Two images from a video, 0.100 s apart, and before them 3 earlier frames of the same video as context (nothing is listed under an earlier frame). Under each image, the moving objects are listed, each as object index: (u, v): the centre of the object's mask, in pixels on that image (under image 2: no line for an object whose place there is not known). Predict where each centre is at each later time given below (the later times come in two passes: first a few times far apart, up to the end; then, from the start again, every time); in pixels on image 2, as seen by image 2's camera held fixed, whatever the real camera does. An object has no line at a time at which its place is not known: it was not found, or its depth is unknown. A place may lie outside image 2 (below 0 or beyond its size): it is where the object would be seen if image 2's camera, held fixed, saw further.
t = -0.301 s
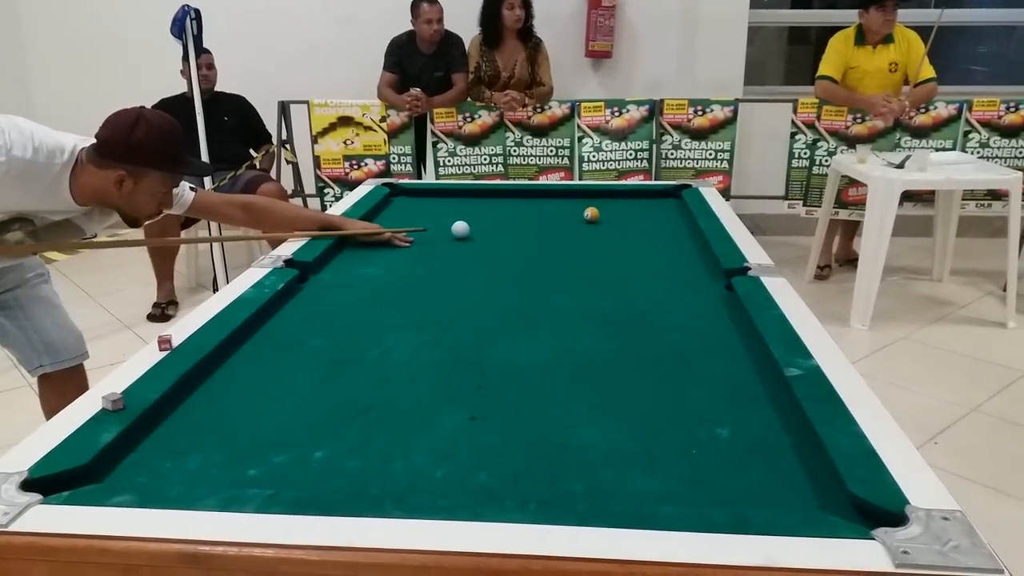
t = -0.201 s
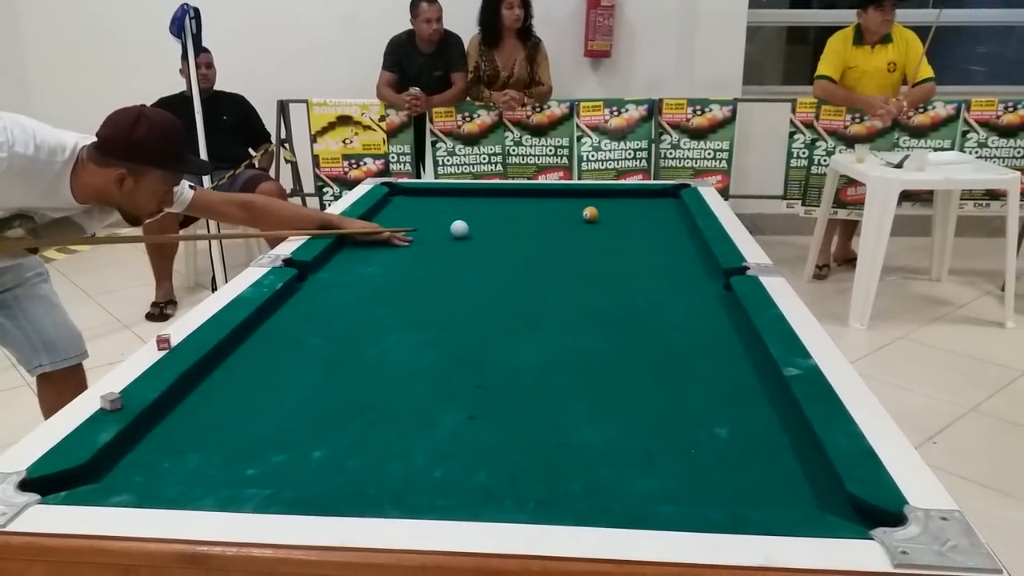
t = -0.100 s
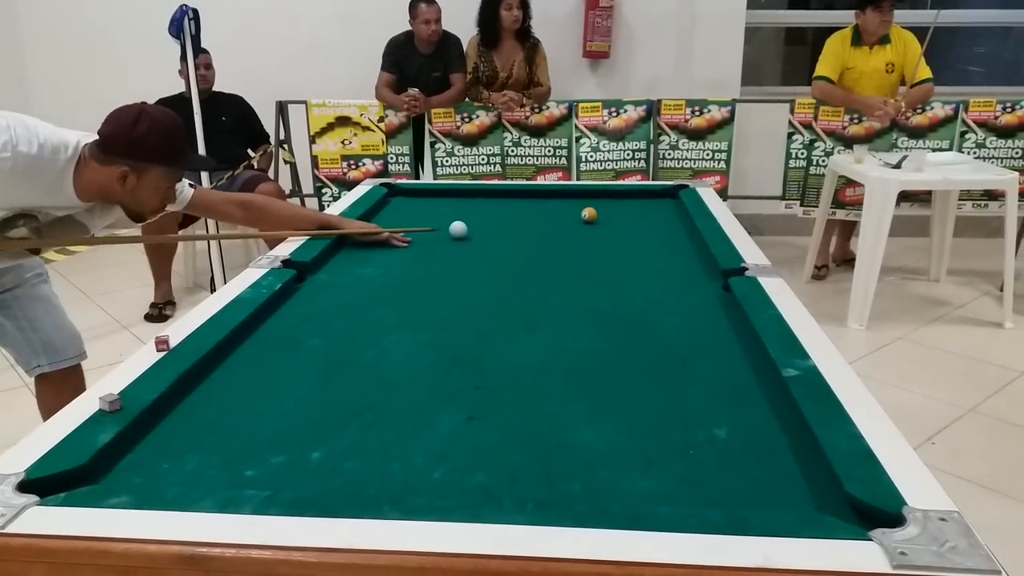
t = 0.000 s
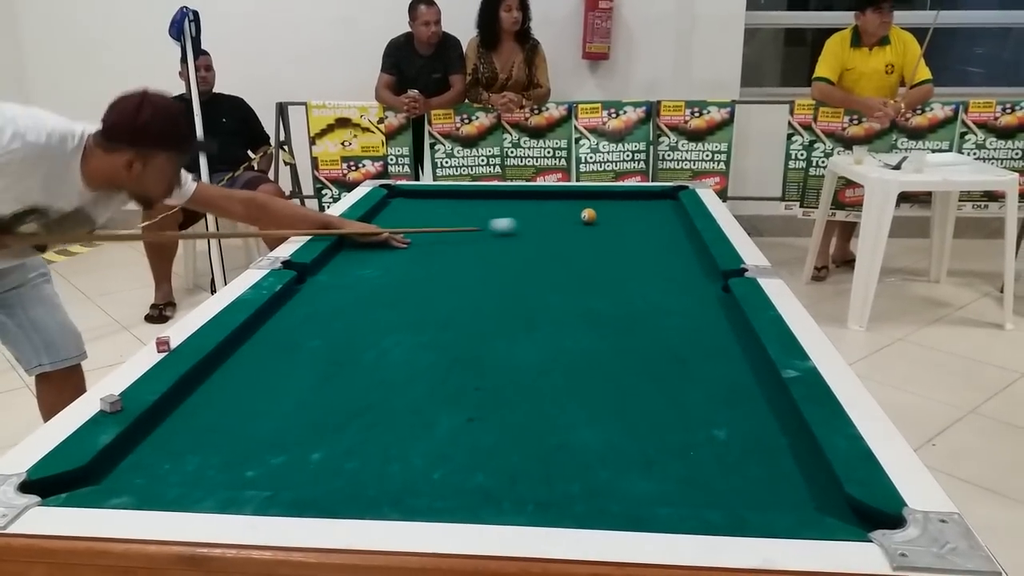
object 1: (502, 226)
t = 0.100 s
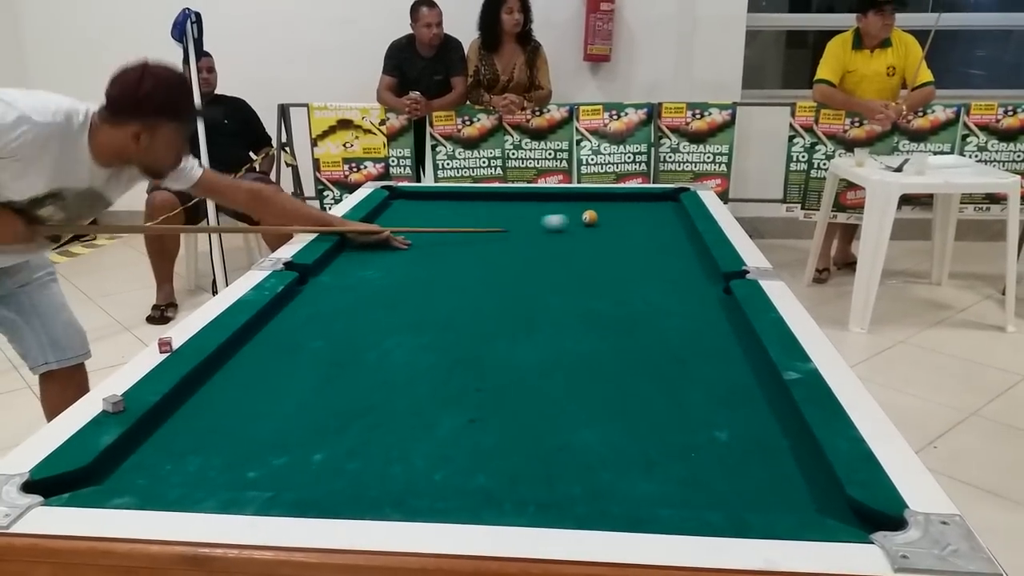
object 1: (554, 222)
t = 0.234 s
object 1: (599, 221)
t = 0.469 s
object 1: (665, 221)
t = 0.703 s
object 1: (649, 221)
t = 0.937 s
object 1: (602, 222)
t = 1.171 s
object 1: (560, 221)
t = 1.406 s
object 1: (519, 222)
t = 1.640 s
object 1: (483, 222)
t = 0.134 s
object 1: (570, 221)
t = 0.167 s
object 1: (583, 220)
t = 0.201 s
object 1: (590, 220)
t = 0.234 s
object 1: (599, 221)
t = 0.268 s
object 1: (608, 221)
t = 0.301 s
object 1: (618, 221)
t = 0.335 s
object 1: (627, 221)
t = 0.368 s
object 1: (637, 221)
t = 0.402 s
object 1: (646, 221)
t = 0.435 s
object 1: (656, 221)
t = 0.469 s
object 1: (665, 221)
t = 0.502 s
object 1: (675, 221)
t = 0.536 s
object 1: (682, 221)
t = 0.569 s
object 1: (676, 220)
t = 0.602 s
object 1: (668, 221)
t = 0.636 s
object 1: (662, 221)
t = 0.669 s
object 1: (655, 221)
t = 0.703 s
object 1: (649, 221)
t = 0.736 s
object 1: (642, 221)
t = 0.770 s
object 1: (636, 221)
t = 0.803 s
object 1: (628, 221)
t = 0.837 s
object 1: (622, 221)
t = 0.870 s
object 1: (615, 221)
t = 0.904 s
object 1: (609, 222)
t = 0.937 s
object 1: (602, 222)
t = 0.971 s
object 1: (596, 222)
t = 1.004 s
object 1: (590, 222)
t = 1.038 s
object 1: (584, 222)
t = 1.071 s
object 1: (578, 222)
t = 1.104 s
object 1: (572, 222)
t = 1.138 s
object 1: (566, 221)
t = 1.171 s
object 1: (560, 221)
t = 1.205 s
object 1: (554, 221)
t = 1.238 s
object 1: (548, 222)
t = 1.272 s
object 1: (542, 222)
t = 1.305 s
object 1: (537, 222)
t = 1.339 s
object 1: (531, 222)
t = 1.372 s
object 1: (525, 222)
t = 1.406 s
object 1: (519, 222)
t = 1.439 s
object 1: (513, 222)
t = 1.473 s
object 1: (508, 222)
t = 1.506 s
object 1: (503, 222)
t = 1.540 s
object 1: (497, 222)
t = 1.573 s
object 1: (492, 222)
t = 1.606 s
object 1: (488, 222)
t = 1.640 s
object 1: (483, 222)
